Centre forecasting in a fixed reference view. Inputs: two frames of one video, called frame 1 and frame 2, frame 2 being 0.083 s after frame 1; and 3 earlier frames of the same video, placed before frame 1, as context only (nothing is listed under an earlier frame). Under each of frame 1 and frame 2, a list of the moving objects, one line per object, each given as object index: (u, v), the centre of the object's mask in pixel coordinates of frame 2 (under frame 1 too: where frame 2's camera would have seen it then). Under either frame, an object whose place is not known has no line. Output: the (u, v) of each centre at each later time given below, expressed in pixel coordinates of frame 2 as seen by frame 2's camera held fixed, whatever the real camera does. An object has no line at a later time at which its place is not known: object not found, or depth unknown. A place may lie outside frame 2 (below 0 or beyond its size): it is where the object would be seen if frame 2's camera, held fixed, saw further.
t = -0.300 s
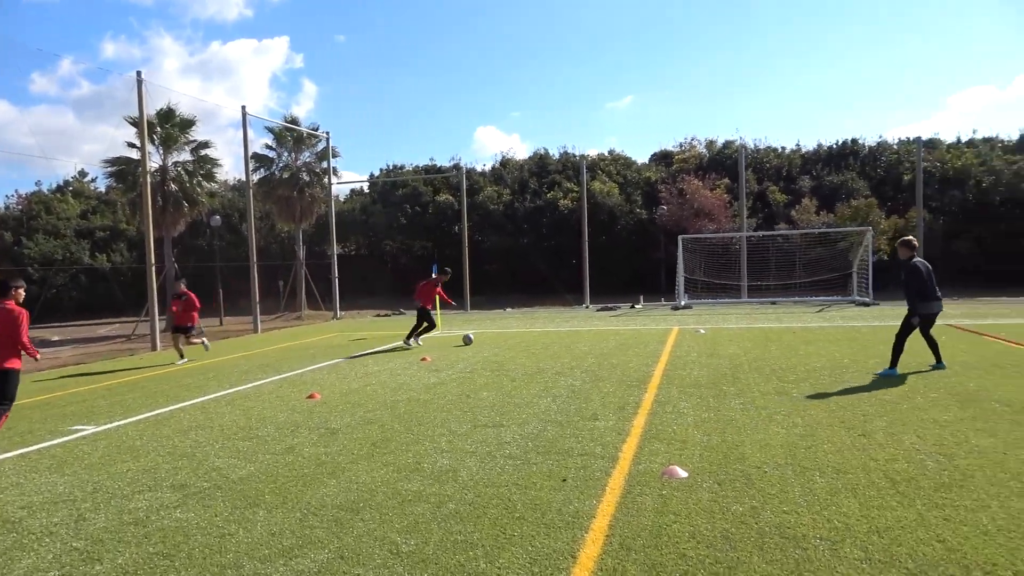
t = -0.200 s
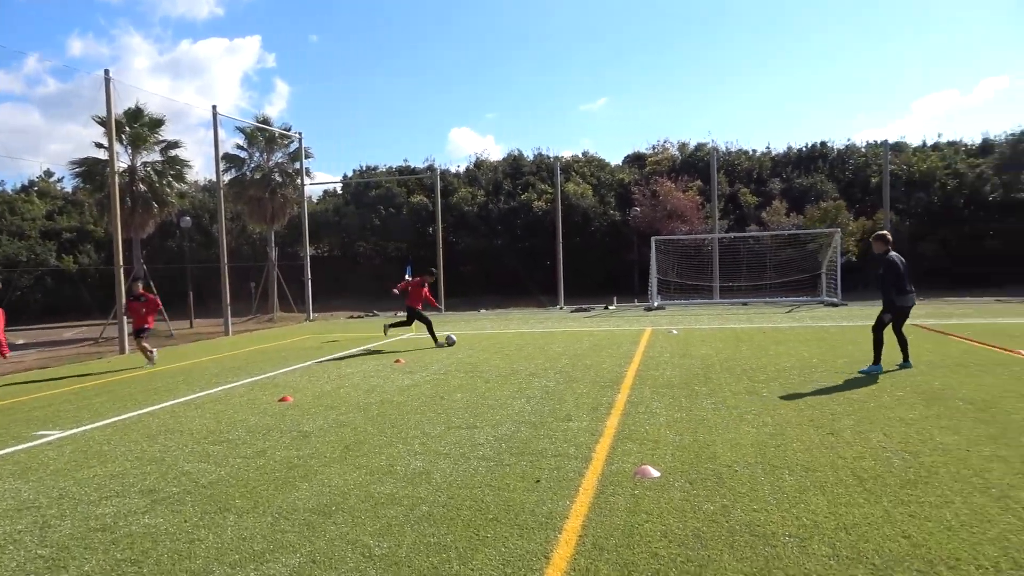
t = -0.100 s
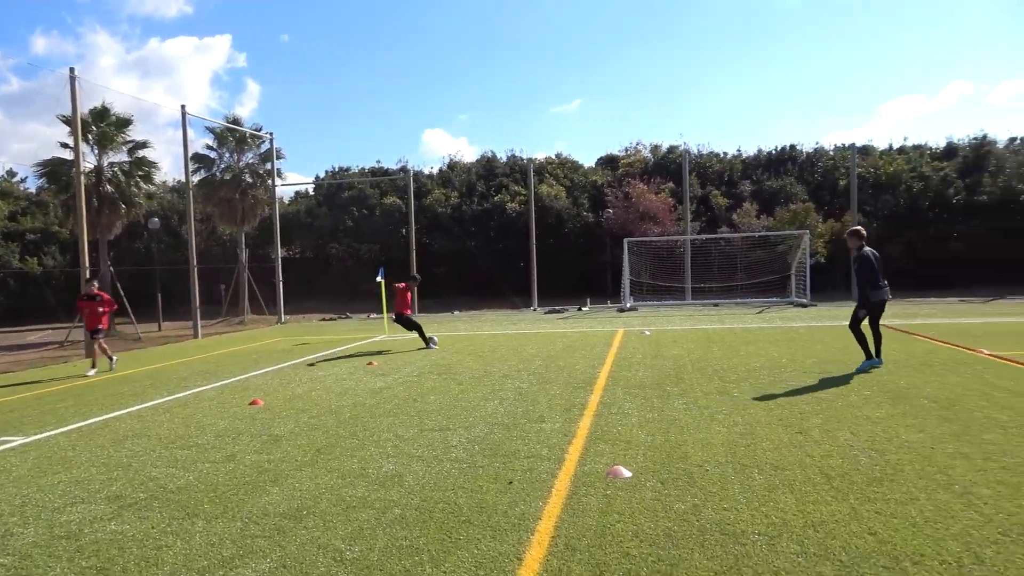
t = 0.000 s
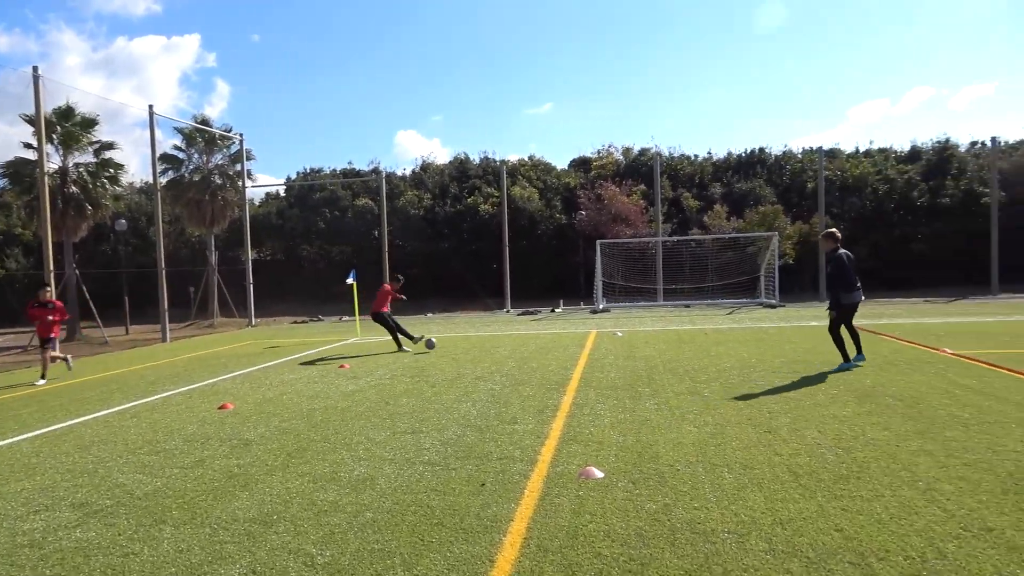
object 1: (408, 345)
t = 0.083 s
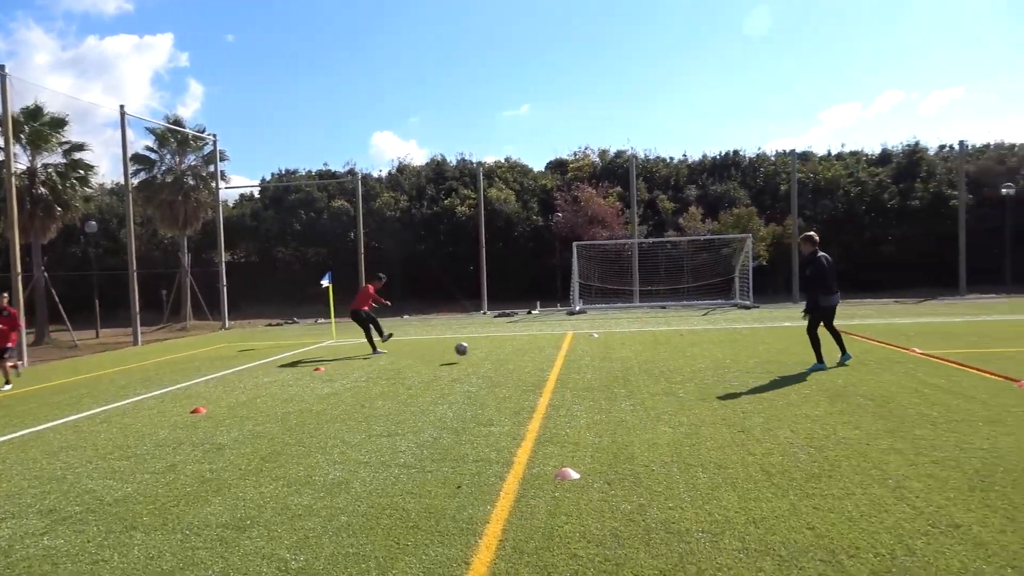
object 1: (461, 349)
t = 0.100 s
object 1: (473, 350)
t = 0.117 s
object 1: (485, 352)
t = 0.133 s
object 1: (498, 355)
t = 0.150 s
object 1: (511, 357)
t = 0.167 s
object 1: (525, 360)
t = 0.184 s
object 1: (540, 364)
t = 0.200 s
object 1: (555, 369)
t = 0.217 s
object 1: (571, 372)
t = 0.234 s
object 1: (586, 375)
